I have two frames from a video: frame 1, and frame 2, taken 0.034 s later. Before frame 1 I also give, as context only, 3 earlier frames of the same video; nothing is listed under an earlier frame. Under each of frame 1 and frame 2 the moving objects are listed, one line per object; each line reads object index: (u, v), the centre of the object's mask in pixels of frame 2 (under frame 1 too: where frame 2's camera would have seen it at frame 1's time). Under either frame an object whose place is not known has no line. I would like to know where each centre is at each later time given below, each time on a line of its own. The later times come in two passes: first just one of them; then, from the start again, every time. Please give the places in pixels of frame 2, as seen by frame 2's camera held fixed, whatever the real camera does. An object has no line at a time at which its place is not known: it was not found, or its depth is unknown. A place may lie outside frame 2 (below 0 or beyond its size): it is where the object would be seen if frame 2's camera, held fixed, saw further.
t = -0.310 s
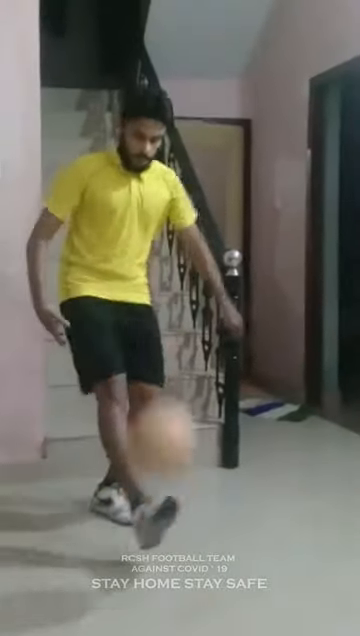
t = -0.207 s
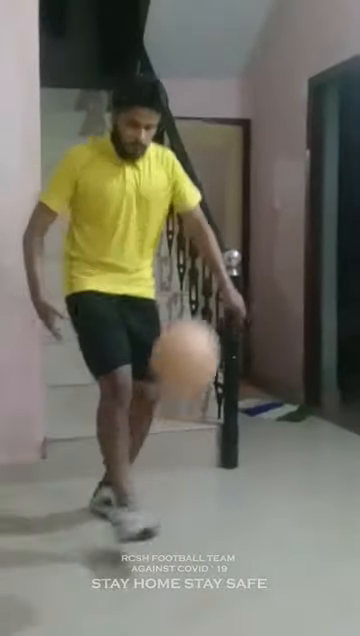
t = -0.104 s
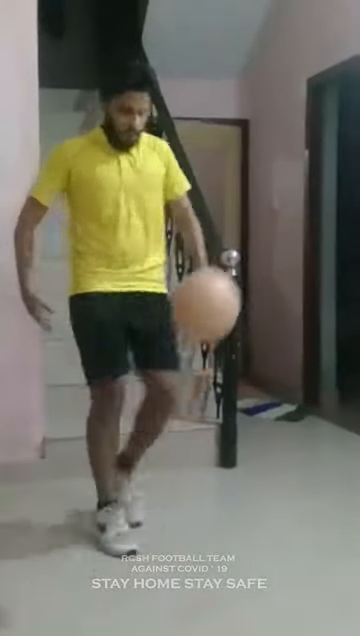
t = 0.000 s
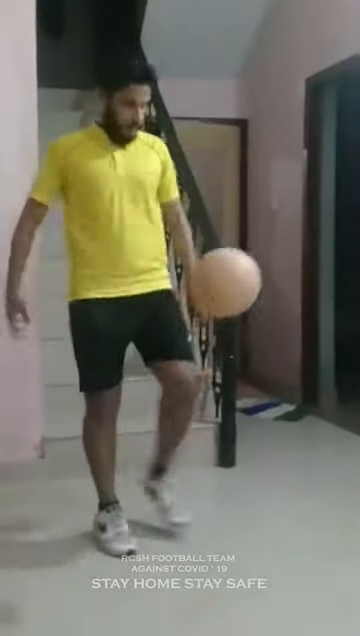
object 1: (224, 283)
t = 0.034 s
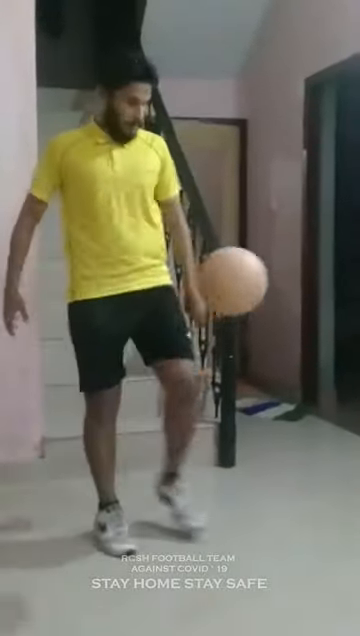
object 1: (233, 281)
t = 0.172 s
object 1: (260, 308)
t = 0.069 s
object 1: (239, 283)
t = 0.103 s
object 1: (247, 288)
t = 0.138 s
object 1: (254, 297)
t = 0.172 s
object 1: (260, 308)
